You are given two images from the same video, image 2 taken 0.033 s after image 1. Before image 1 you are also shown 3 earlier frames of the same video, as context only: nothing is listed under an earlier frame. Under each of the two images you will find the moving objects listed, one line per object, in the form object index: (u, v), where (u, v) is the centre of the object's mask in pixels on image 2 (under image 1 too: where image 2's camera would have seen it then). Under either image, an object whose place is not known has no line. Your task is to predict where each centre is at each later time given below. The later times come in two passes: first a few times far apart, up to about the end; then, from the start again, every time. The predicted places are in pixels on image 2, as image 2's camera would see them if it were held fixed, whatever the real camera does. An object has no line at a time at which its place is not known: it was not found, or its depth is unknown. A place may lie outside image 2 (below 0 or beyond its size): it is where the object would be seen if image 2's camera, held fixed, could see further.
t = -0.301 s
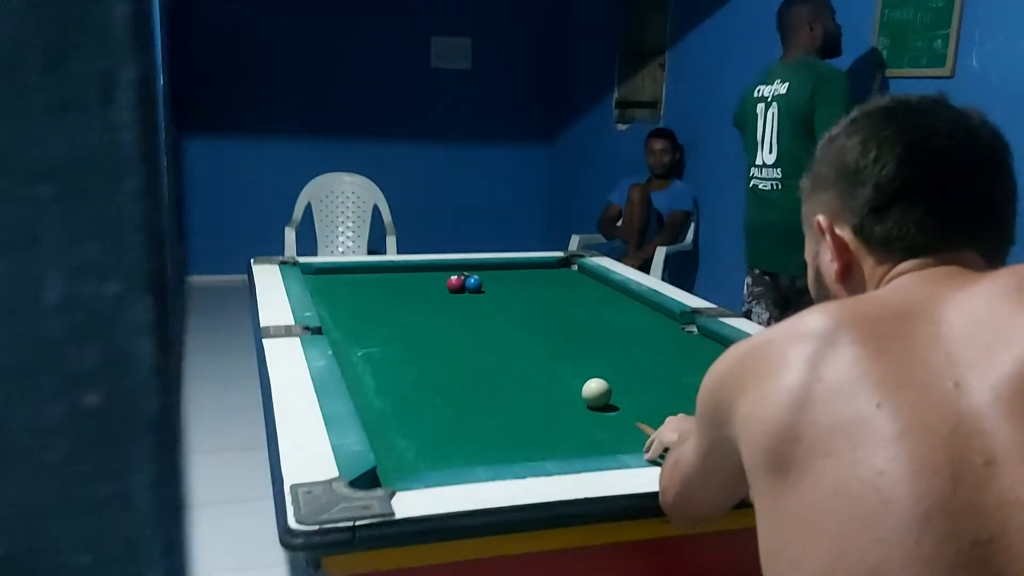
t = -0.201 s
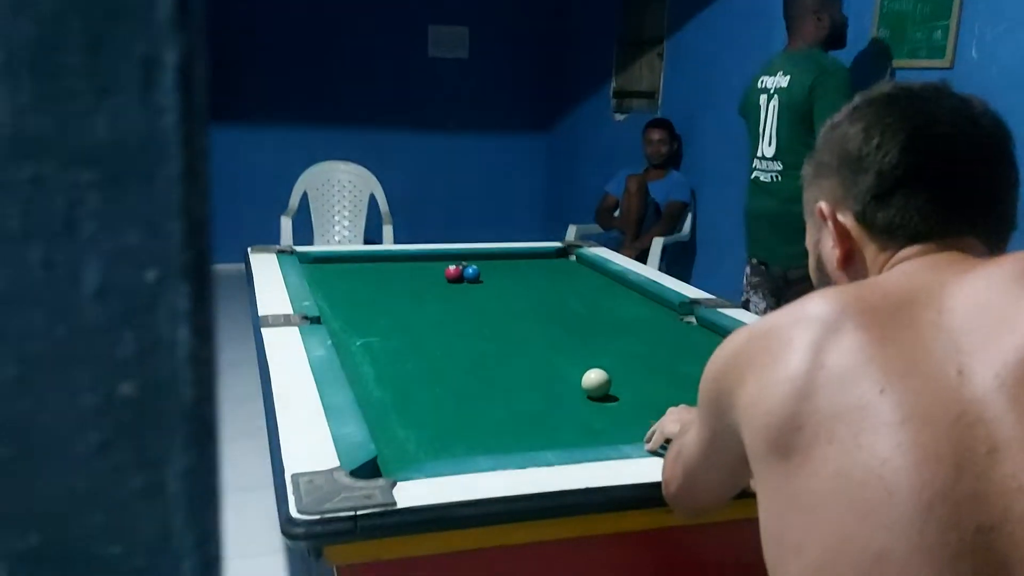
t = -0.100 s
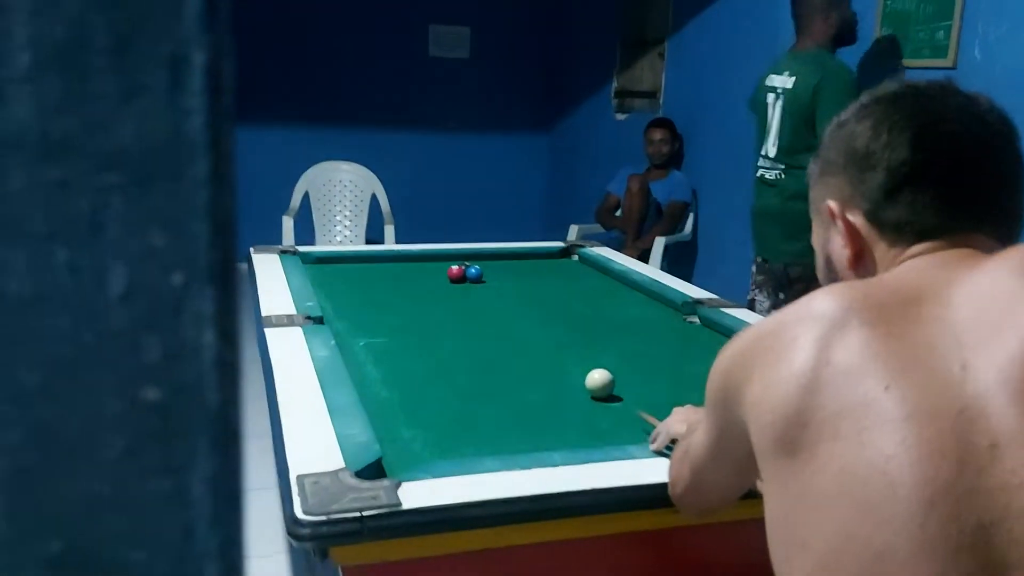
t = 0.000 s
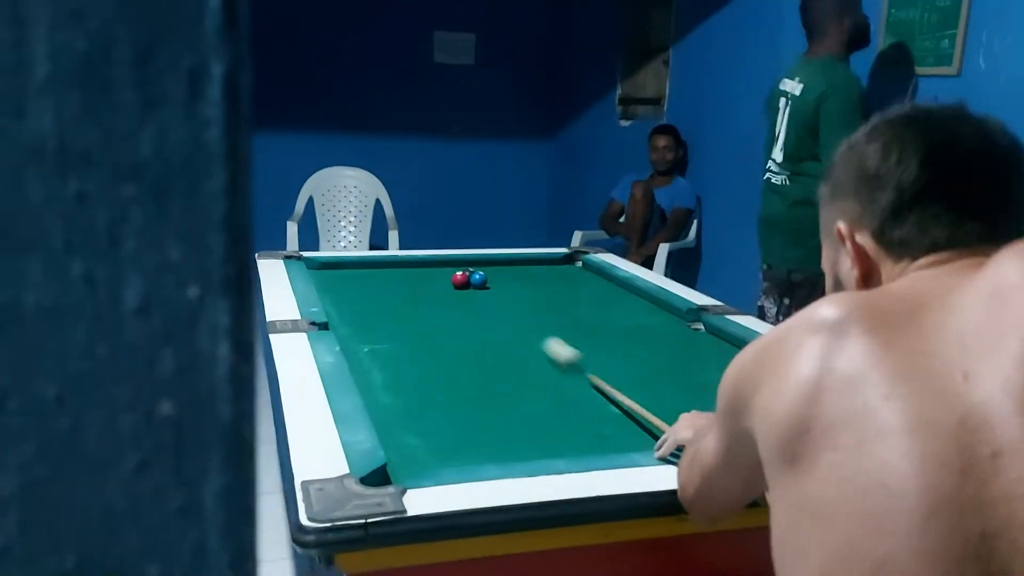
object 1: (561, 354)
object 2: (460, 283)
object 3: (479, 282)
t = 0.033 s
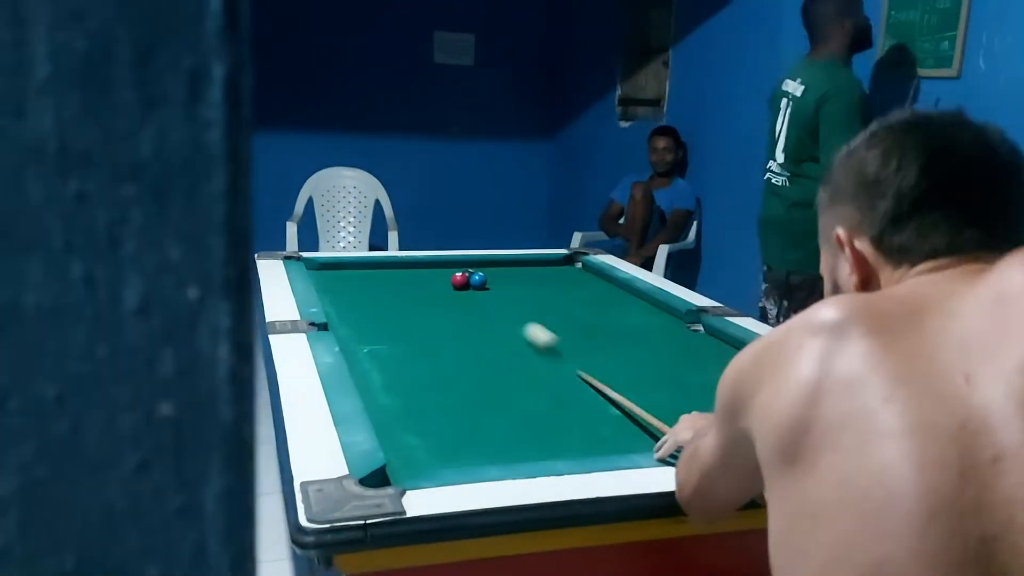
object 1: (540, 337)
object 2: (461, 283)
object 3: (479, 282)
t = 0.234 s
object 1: (464, 283)
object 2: (446, 278)
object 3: (504, 278)
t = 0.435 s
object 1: (432, 281)
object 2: (391, 265)
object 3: (572, 266)
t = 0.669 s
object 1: (401, 285)
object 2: (368, 275)
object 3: (499, 264)
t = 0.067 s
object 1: (522, 322)
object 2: (461, 283)
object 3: (479, 282)
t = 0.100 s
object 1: (507, 309)
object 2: (461, 283)
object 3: (479, 282)
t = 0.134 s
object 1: (493, 298)
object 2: (461, 283)
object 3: (478, 281)
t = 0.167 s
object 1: (480, 288)
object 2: (460, 283)
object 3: (479, 276)
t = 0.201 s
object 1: (471, 283)
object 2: (454, 281)
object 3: (489, 280)
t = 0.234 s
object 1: (464, 283)
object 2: (446, 278)
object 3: (504, 278)
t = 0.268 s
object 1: (458, 284)
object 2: (434, 276)
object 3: (524, 276)
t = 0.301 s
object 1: (453, 283)
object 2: (424, 273)
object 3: (541, 273)
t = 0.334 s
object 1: (447, 283)
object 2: (415, 270)
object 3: (555, 271)
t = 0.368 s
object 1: (442, 282)
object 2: (407, 269)
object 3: (571, 269)
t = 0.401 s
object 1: (437, 282)
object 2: (399, 266)
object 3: (581, 267)
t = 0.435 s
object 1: (432, 281)
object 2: (391, 265)
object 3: (572, 266)
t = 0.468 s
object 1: (427, 281)
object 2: (387, 265)
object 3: (561, 265)
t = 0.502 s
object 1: (422, 280)
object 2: (384, 267)
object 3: (548, 265)
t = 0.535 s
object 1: (417, 280)
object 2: (381, 269)
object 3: (537, 264)
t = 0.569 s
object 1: (413, 281)
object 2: (378, 270)
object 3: (525, 263)
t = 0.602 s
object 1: (409, 282)
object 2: (374, 272)
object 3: (515, 263)
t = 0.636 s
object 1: (405, 283)
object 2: (371, 274)
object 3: (507, 263)
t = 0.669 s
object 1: (401, 285)
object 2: (368, 275)
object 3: (499, 264)
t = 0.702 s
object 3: (491, 265)
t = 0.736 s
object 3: (484, 266)
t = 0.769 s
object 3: (476, 266)
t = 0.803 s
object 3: (468, 266)
